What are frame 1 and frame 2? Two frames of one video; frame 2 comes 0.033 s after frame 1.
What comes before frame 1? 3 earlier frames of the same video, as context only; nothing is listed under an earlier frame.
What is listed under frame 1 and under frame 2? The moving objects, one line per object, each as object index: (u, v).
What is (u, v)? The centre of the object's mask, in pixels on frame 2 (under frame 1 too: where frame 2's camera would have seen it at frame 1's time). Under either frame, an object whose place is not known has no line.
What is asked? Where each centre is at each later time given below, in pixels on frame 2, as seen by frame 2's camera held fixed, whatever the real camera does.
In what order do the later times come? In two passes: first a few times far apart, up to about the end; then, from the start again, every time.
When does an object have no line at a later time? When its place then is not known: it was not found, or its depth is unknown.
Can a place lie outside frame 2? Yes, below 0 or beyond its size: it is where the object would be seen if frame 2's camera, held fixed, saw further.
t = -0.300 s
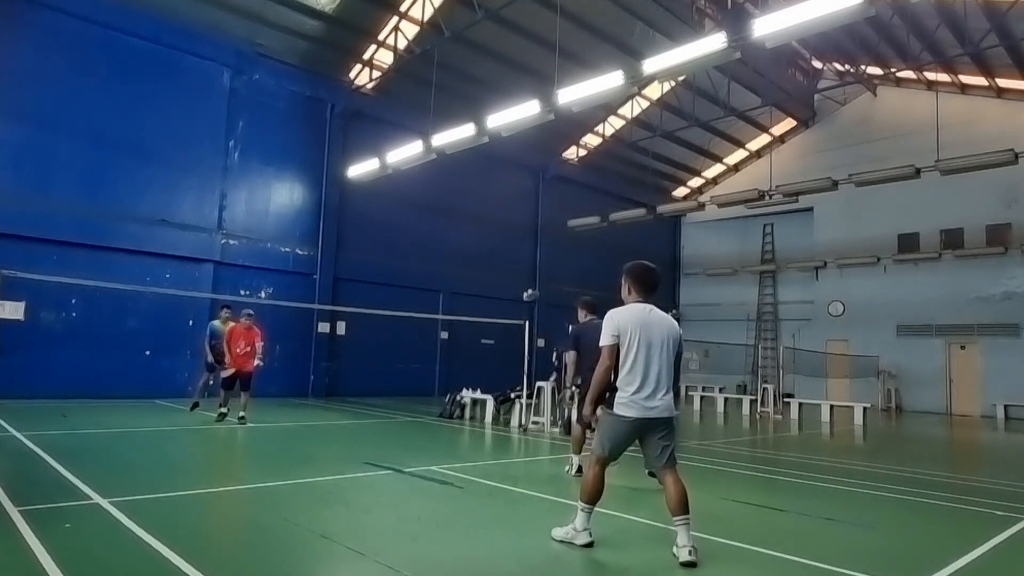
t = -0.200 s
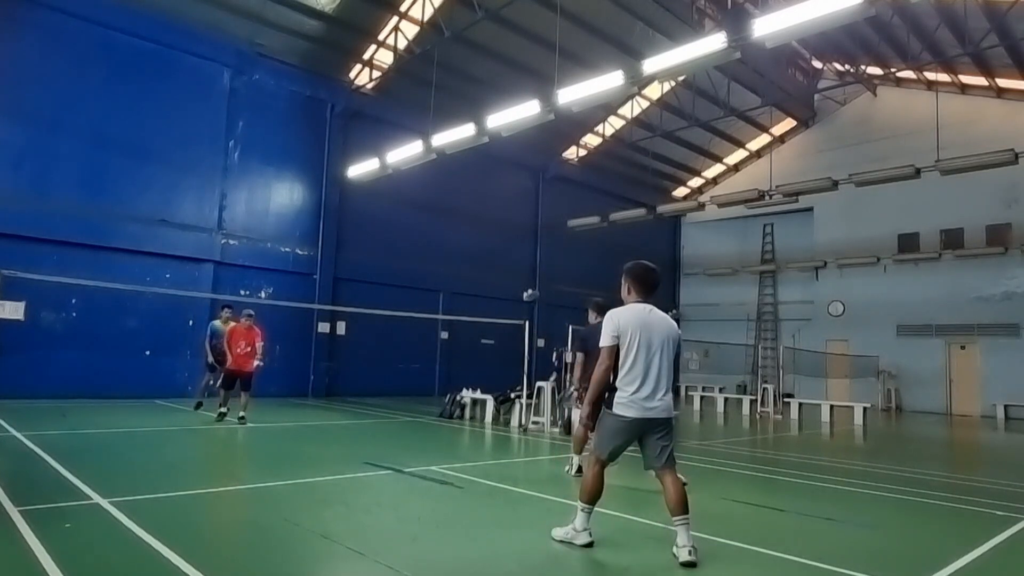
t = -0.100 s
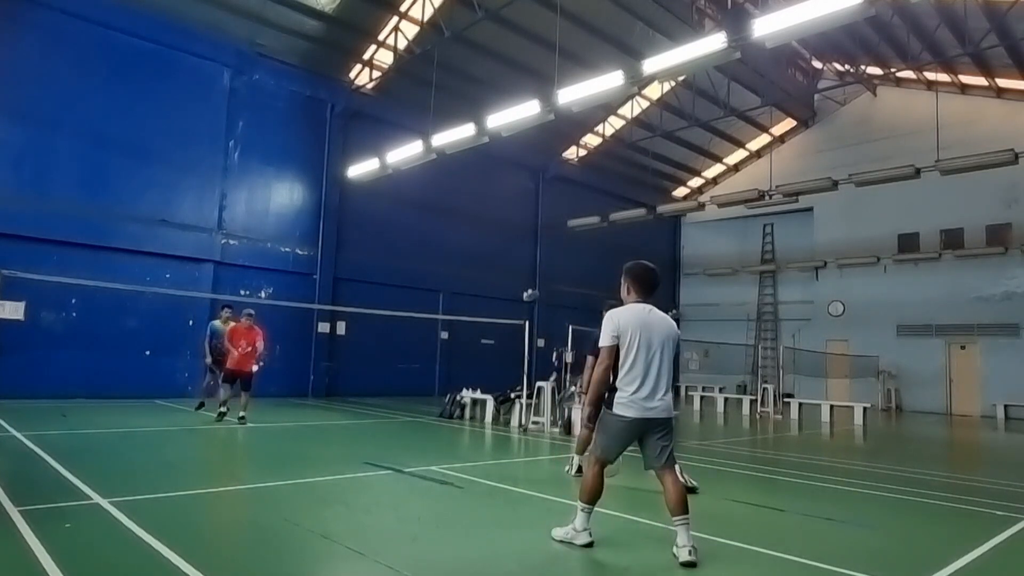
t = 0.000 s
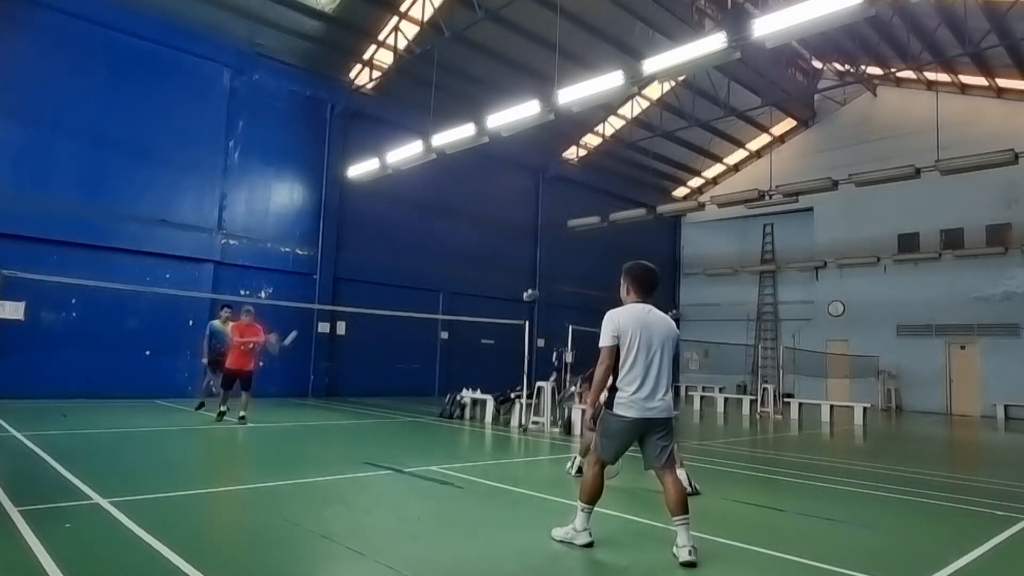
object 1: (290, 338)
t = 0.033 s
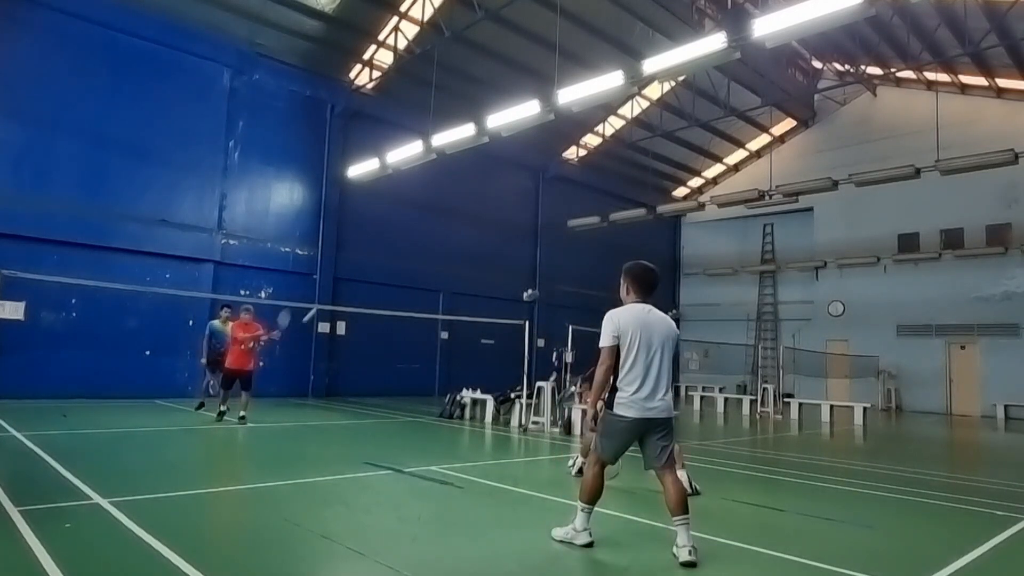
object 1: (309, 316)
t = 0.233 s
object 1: (424, 206)
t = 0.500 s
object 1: (544, 139)
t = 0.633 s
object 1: (597, 132)
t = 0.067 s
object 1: (331, 292)
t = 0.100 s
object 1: (351, 271)
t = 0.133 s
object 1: (370, 252)
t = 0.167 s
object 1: (389, 235)
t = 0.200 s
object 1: (407, 220)
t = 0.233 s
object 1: (424, 206)
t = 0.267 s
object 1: (440, 194)
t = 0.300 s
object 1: (456, 182)
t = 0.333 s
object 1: (472, 172)
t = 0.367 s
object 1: (487, 164)
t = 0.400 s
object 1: (502, 156)
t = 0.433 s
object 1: (516, 150)
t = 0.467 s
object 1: (531, 144)
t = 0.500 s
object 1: (544, 139)
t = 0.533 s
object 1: (558, 135)
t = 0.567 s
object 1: (572, 133)
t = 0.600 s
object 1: (585, 131)
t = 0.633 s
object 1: (597, 132)
